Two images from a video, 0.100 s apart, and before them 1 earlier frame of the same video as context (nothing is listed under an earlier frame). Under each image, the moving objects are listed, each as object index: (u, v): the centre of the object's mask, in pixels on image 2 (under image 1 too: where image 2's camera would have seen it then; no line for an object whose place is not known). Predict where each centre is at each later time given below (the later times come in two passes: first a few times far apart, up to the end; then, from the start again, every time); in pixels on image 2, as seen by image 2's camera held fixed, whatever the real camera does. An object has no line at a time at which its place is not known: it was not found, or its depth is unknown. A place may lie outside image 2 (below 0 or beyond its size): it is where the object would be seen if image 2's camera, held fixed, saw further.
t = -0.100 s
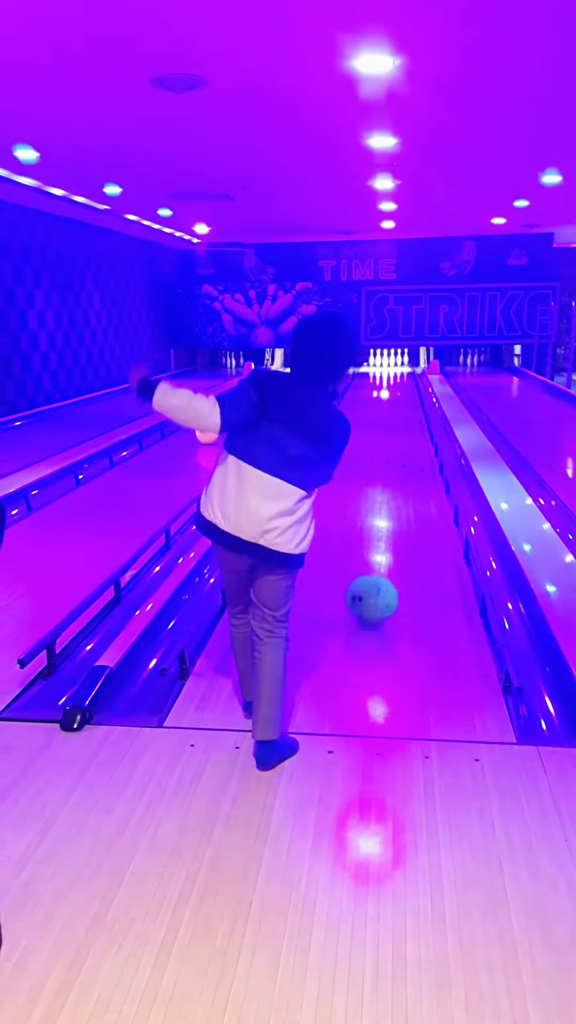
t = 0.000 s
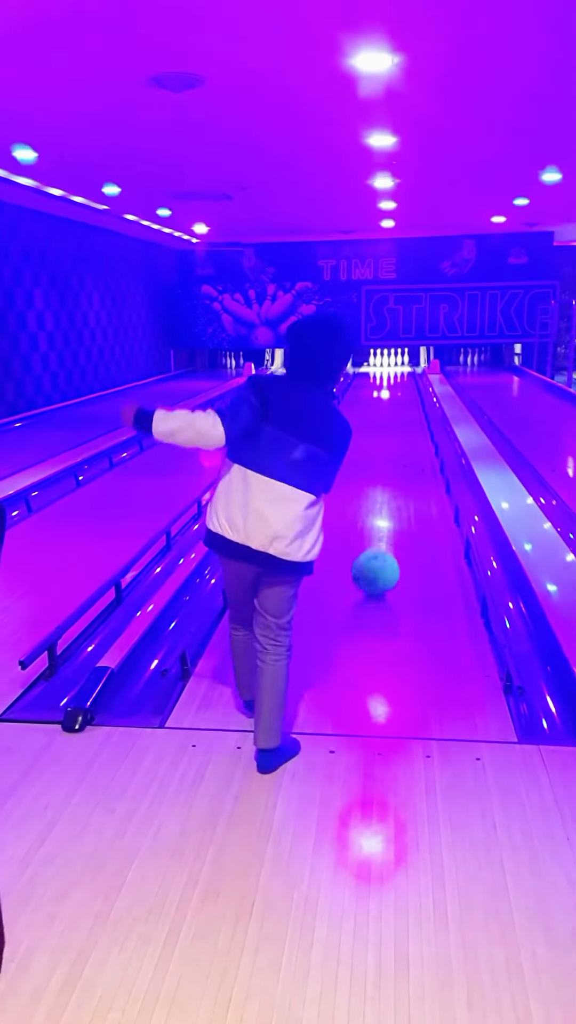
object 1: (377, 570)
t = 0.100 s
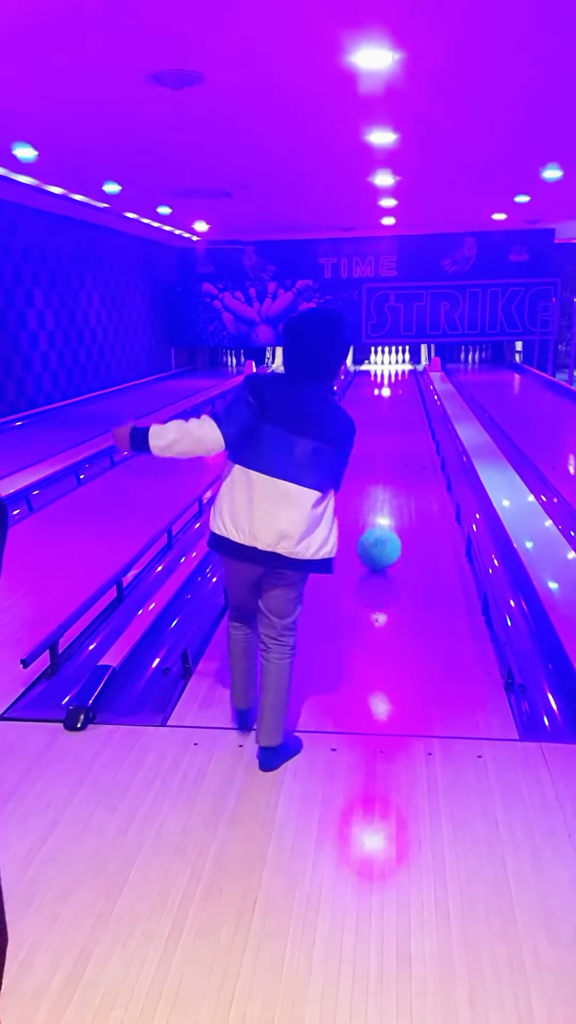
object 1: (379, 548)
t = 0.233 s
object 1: (382, 523)
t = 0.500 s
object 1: (386, 488)
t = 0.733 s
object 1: (392, 465)
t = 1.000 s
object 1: (397, 446)
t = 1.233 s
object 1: (397, 436)
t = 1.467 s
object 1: (399, 428)
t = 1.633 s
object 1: (401, 421)
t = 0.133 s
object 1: (380, 541)
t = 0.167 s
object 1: (380, 535)
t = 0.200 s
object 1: (381, 529)
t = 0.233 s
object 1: (382, 523)
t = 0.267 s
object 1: (382, 519)
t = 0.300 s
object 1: (383, 513)
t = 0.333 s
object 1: (383, 509)
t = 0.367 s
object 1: (384, 504)
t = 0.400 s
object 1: (384, 500)
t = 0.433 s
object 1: (385, 496)
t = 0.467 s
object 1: (385, 493)
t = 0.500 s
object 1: (386, 488)
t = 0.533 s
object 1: (387, 484)
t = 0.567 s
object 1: (387, 482)
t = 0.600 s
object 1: (388, 478)
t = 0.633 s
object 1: (388, 475)
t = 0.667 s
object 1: (389, 472)
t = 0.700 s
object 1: (391, 469)
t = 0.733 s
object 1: (392, 465)
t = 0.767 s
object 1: (394, 462)
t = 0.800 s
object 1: (395, 458)
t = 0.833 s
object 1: (395, 455)
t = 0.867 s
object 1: (396, 453)
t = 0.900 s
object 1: (396, 450)
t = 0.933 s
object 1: (396, 448)
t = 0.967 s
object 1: (397, 447)
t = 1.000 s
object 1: (397, 446)
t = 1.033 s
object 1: (397, 444)
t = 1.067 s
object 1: (396, 443)
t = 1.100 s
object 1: (396, 442)
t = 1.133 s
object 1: (396, 440)
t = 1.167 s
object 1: (396, 439)
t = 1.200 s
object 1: (397, 438)
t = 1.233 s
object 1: (397, 436)
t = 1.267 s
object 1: (397, 435)
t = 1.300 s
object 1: (397, 434)
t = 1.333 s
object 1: (397, 433)
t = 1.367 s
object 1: (398, 432)
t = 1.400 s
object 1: (398, 430)
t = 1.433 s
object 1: (398, 429)
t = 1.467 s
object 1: (399, 428)
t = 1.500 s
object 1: (399, 426)
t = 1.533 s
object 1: (400, 425)
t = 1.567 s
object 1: (400, 424)
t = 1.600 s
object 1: (401, 423)
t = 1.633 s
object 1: (401, 421)
